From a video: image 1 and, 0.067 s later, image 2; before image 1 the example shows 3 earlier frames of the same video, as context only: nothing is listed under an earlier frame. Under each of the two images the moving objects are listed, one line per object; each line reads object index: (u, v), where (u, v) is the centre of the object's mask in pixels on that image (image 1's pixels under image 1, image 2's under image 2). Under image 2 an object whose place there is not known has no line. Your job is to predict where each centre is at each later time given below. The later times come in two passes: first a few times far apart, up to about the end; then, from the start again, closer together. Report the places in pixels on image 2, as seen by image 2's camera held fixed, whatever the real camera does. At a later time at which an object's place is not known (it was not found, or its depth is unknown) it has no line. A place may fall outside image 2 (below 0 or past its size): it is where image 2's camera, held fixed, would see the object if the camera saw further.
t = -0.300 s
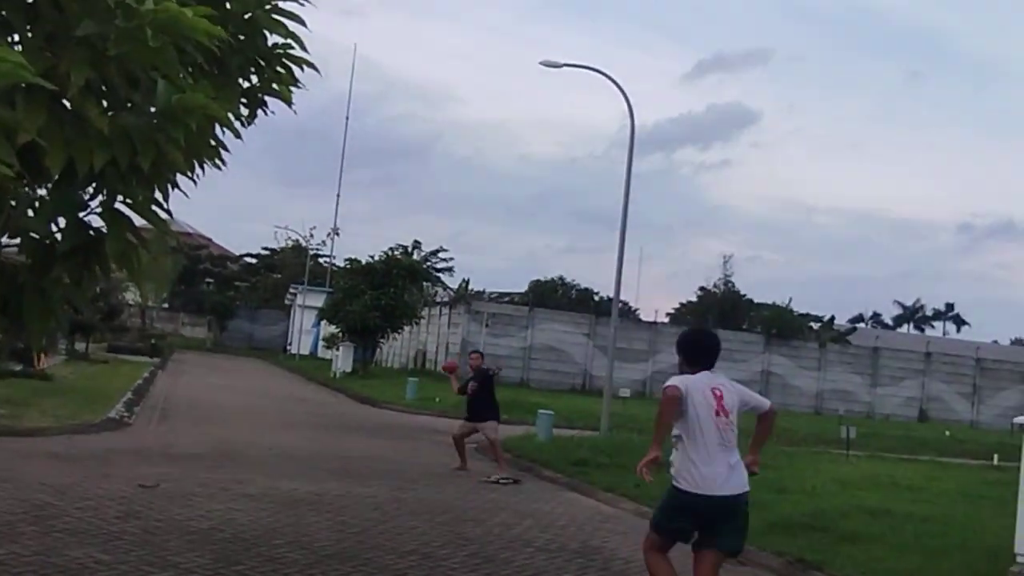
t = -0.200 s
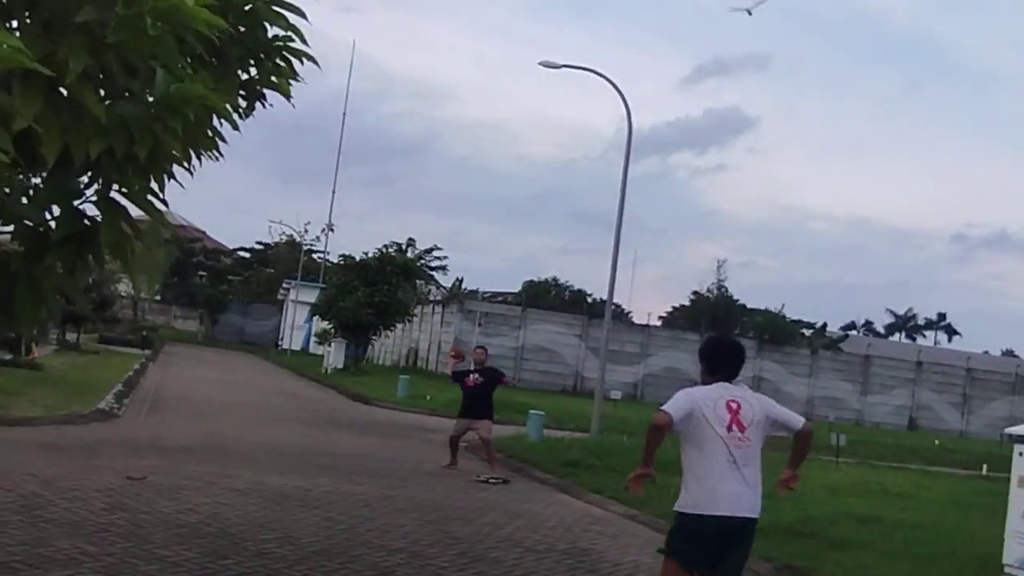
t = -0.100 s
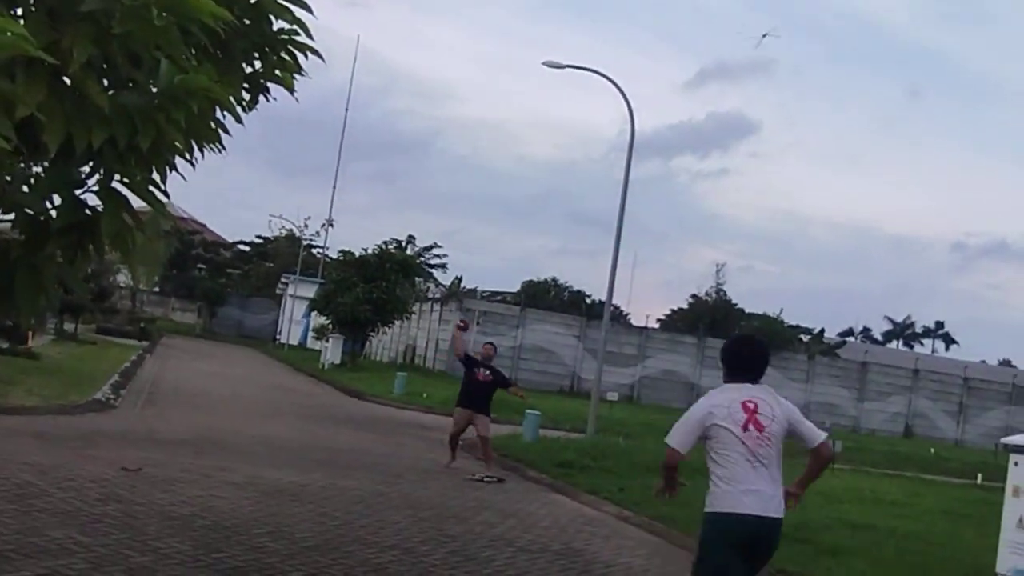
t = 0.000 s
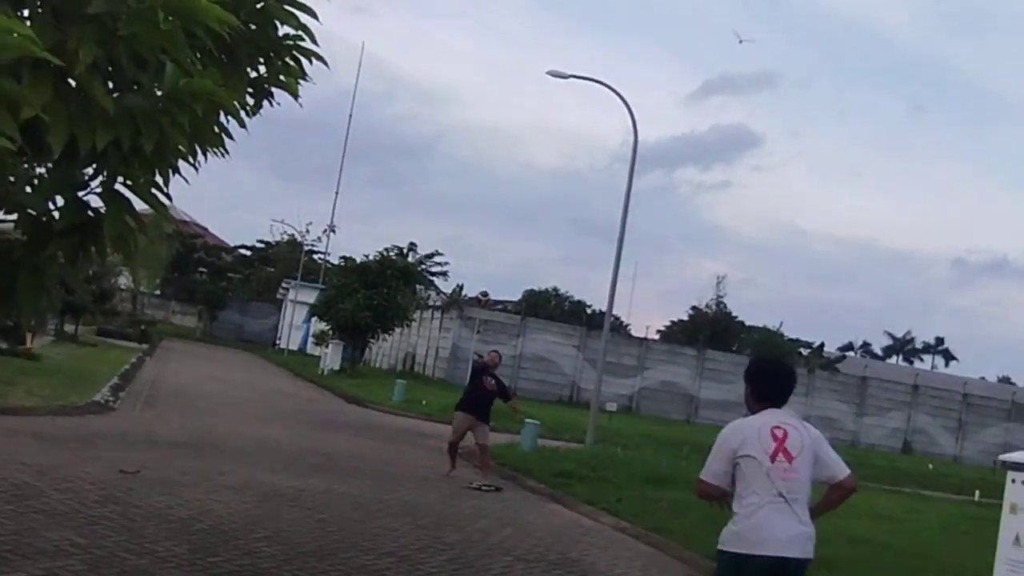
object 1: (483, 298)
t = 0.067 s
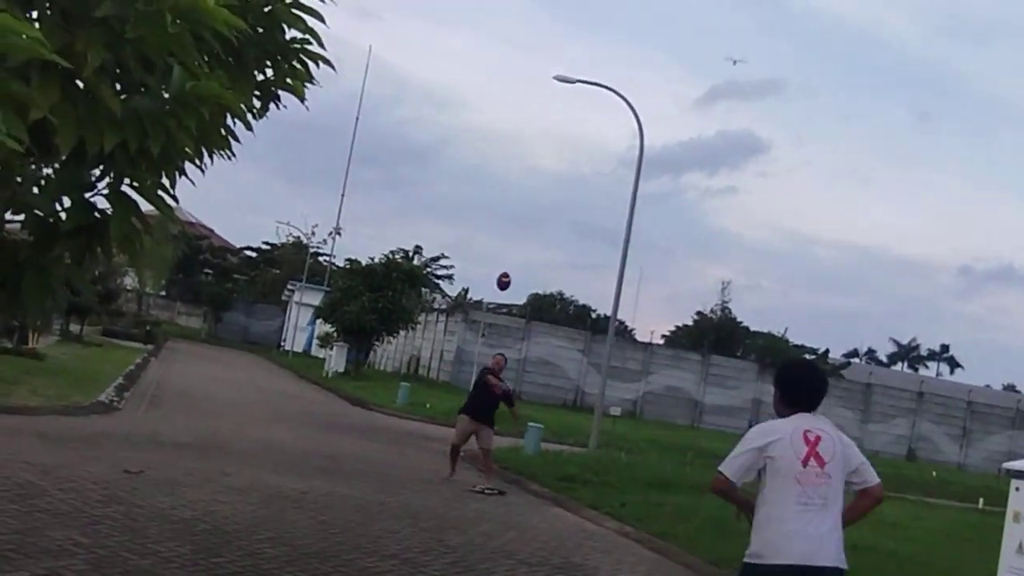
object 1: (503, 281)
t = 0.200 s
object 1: (536, 246)
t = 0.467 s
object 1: (625, 189)
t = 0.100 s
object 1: (512, 271)
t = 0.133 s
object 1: (519, 262)
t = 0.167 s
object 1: (528, 254)
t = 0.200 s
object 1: (536, 246)
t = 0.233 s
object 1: (546, 239)
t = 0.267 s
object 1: (555, 232)
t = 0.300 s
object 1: (566, 226)
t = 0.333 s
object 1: (575, 221)
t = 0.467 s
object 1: (625, 189)
